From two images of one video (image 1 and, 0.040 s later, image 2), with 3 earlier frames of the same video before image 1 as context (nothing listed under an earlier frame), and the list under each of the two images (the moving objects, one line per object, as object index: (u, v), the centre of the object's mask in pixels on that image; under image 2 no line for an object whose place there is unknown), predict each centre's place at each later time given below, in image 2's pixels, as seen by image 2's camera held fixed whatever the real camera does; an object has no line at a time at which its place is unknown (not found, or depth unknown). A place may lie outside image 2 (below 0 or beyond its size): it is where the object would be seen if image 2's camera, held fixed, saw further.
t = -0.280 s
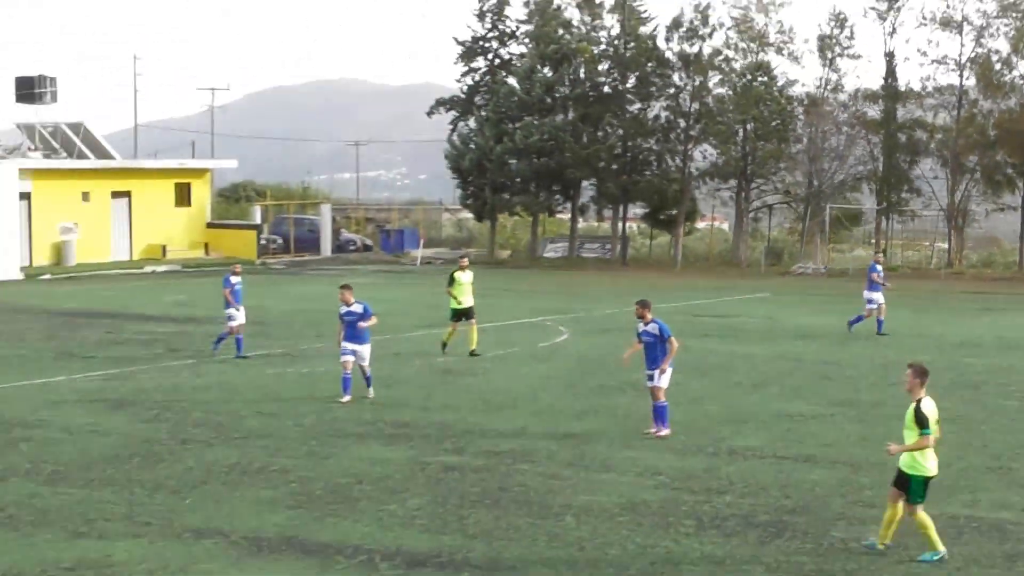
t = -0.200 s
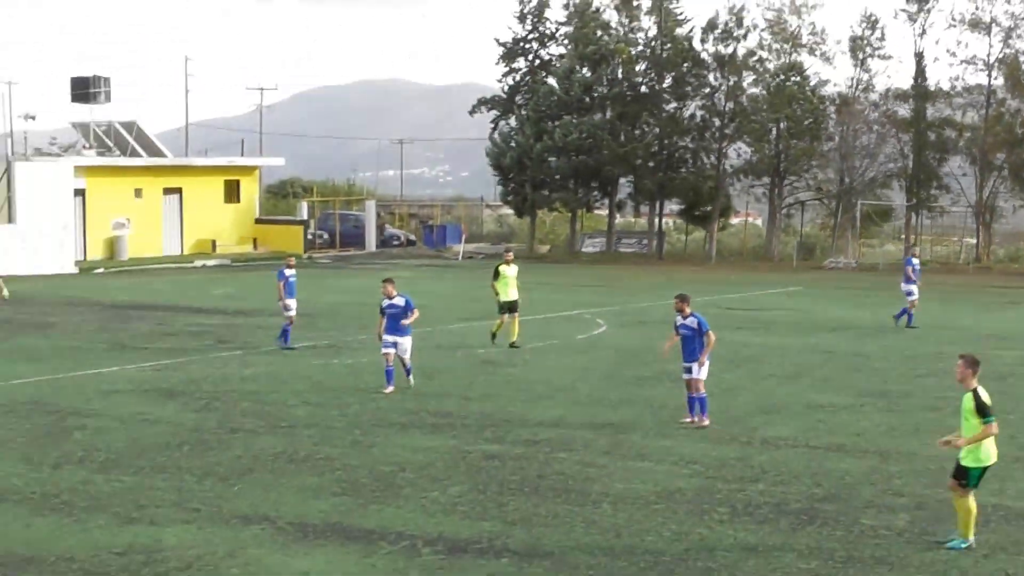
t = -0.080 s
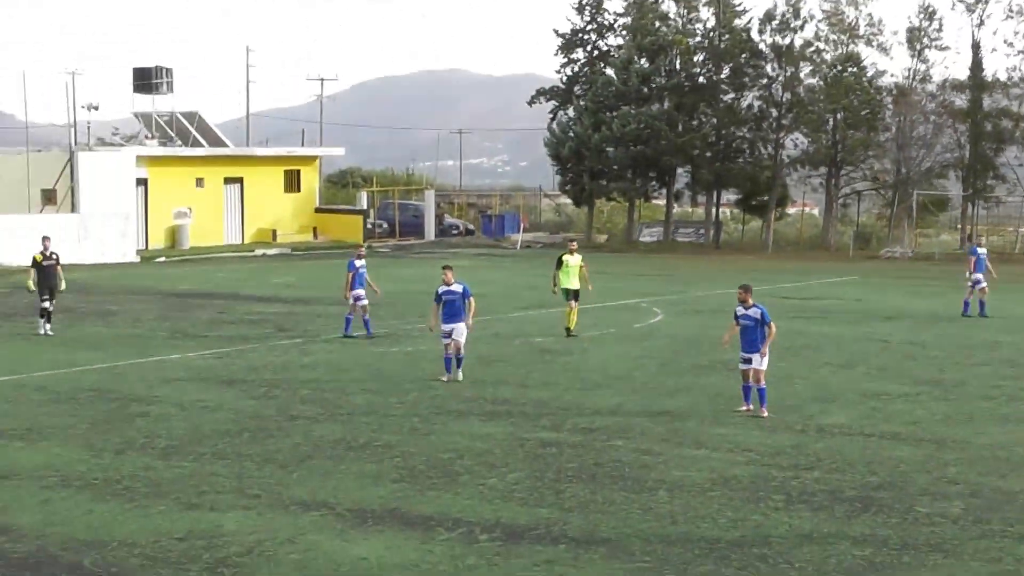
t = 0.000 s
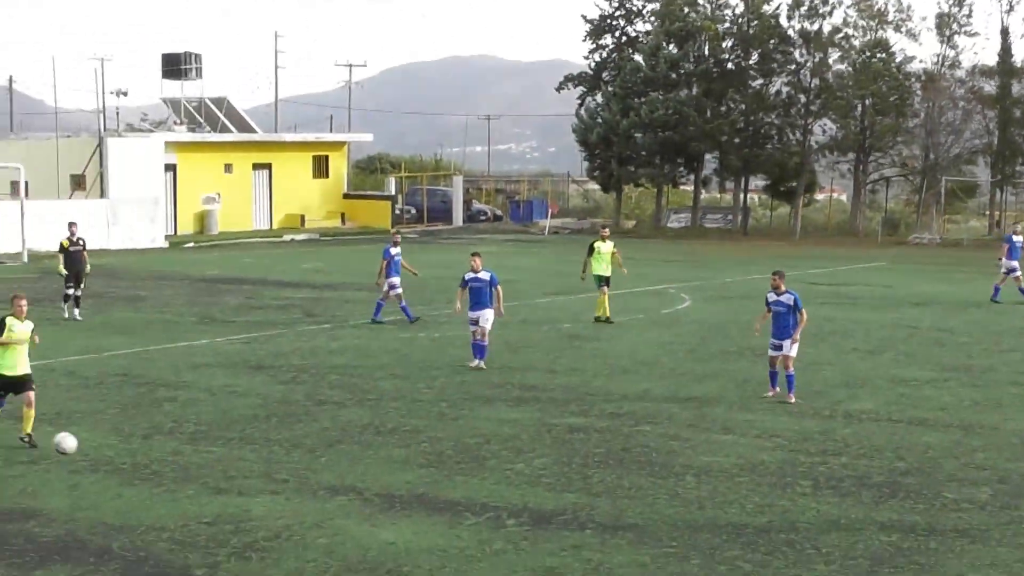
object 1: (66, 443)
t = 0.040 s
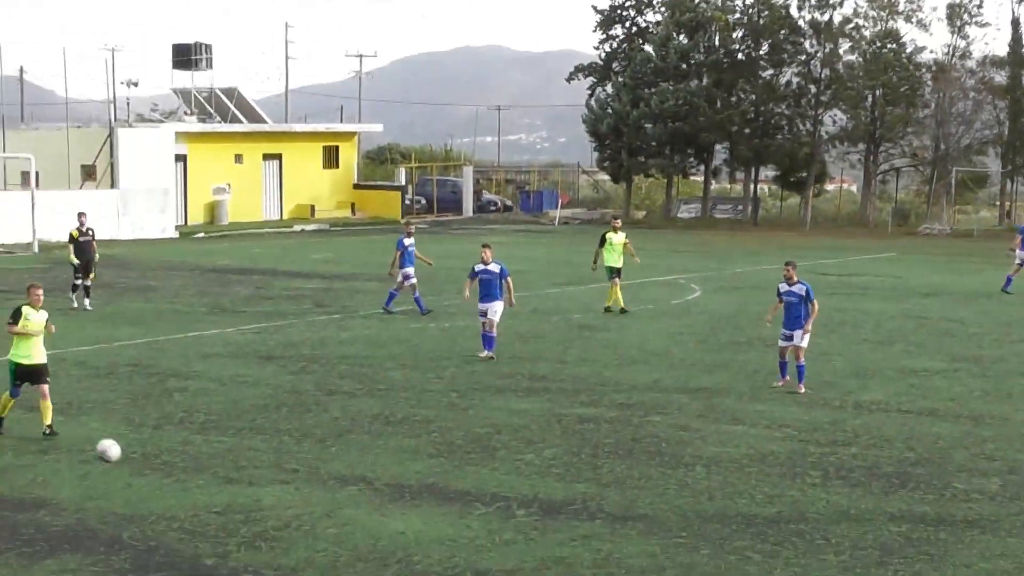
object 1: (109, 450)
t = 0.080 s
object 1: (143, 471)
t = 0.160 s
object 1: (219, 523)
